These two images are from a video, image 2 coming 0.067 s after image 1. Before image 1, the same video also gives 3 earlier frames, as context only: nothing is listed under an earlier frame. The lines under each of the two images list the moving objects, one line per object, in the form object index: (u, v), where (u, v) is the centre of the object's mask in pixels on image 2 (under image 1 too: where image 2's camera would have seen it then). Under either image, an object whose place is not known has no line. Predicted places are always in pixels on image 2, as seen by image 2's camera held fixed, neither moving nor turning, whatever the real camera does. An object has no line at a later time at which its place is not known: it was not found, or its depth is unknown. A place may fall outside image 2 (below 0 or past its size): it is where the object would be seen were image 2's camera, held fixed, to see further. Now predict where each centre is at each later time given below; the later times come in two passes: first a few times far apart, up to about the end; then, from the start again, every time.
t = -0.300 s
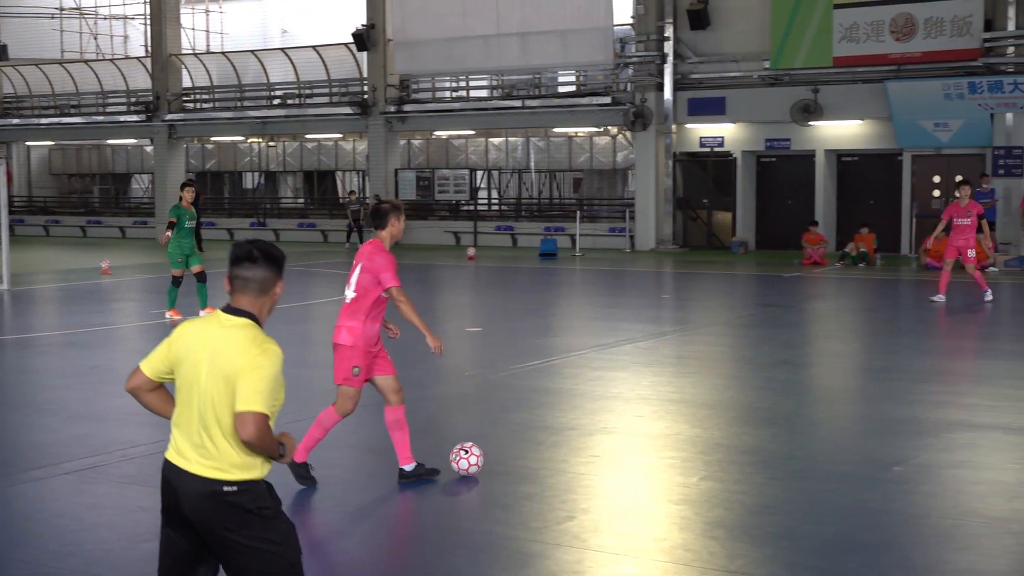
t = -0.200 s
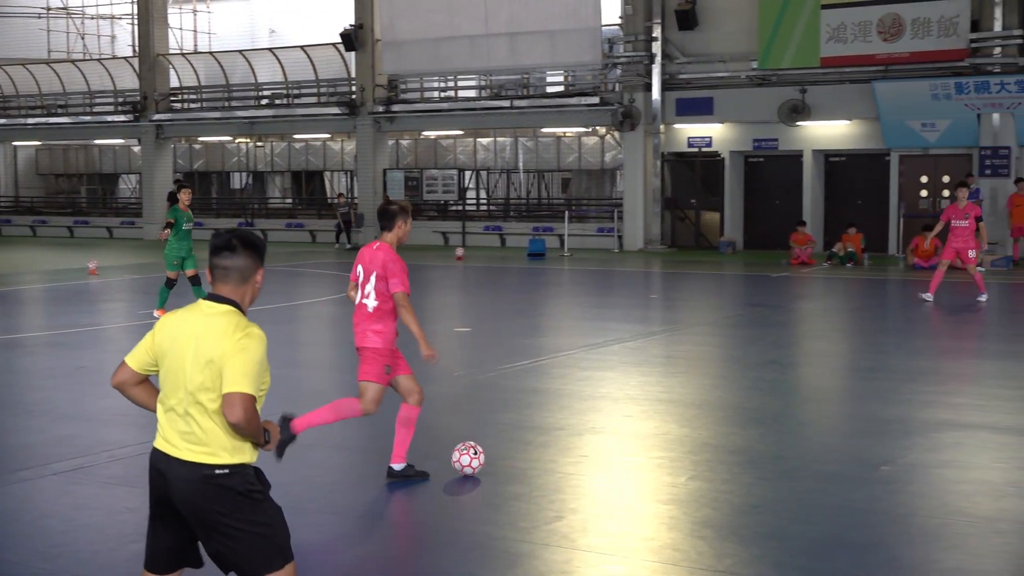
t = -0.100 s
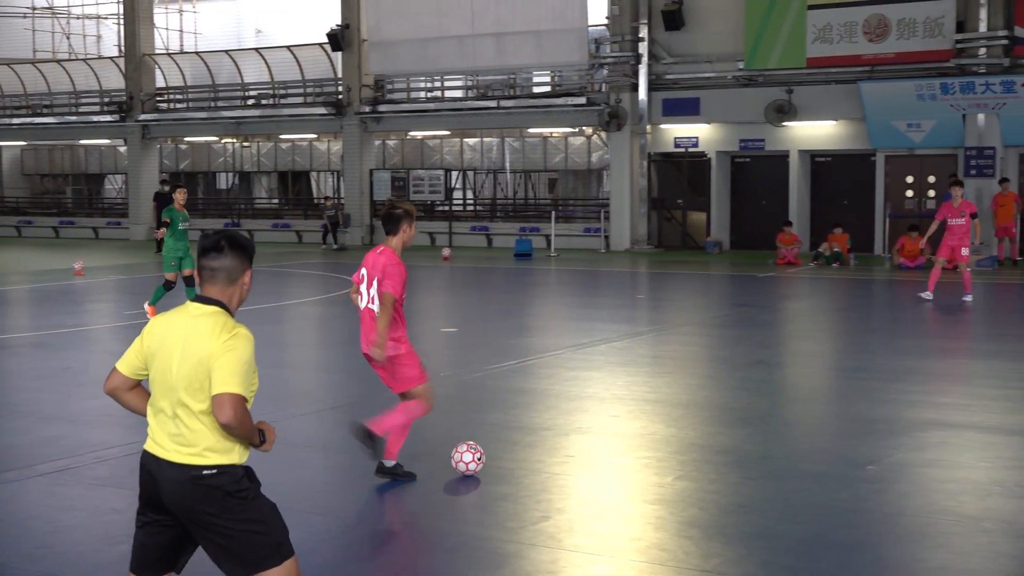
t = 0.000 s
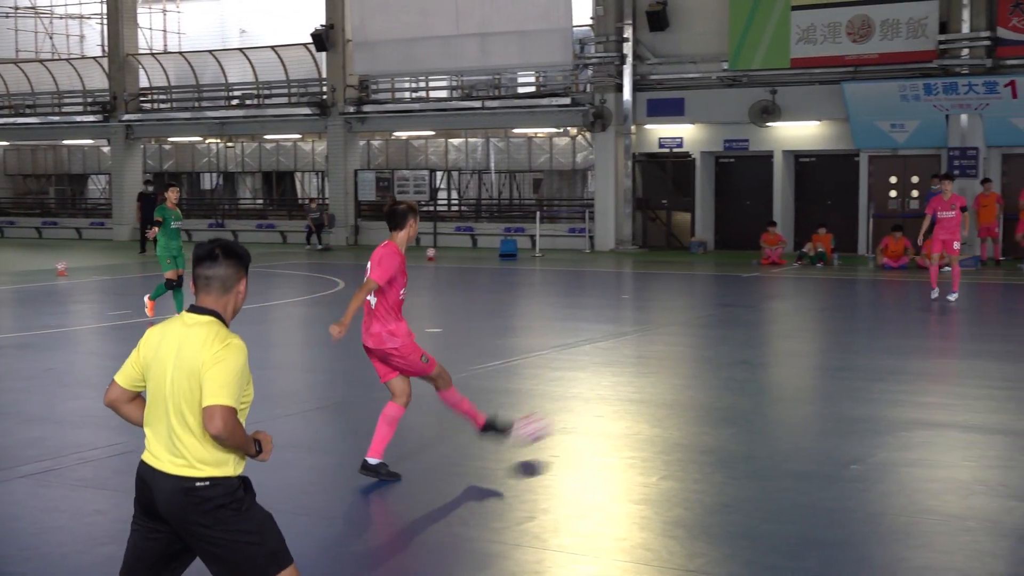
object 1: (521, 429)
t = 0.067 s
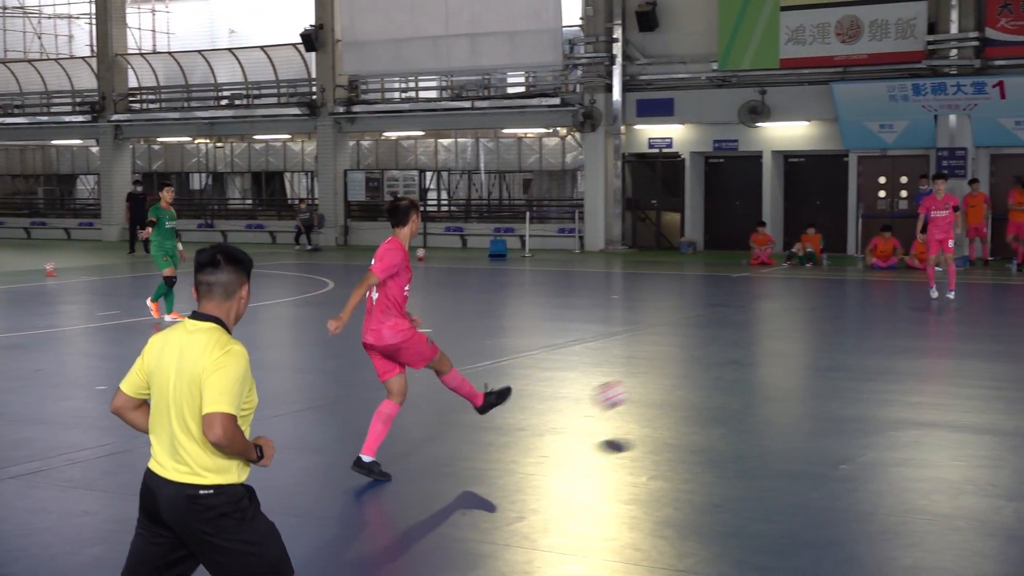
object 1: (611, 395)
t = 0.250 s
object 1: (785, 353)
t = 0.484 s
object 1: (911, 321)
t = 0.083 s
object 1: (630, 388)
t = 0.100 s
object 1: (649, 382)
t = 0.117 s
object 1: (667, 377)
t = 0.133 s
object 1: (686, 371)
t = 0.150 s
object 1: (701, 368)
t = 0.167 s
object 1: (717, 364)
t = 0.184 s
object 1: (732, 361)
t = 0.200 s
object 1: (746, 359)
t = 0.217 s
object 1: (759, 357)
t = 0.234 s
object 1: (772, 355)
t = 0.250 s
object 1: (785, 353)
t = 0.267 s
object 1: (798, 353)
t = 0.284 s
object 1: (810, 353)
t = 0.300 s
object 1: (821, 352)
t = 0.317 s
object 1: (832, 352)
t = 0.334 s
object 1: (842, 350)
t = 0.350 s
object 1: (850, 346)
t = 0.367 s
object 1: (858, 341)
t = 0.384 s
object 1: (866, 337)
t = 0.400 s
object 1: (874, 333)
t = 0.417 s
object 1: (883, 330)
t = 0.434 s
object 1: (890, 327)
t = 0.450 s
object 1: (897, 325)
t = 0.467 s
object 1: (905, 323)
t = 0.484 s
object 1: (911, 321)
